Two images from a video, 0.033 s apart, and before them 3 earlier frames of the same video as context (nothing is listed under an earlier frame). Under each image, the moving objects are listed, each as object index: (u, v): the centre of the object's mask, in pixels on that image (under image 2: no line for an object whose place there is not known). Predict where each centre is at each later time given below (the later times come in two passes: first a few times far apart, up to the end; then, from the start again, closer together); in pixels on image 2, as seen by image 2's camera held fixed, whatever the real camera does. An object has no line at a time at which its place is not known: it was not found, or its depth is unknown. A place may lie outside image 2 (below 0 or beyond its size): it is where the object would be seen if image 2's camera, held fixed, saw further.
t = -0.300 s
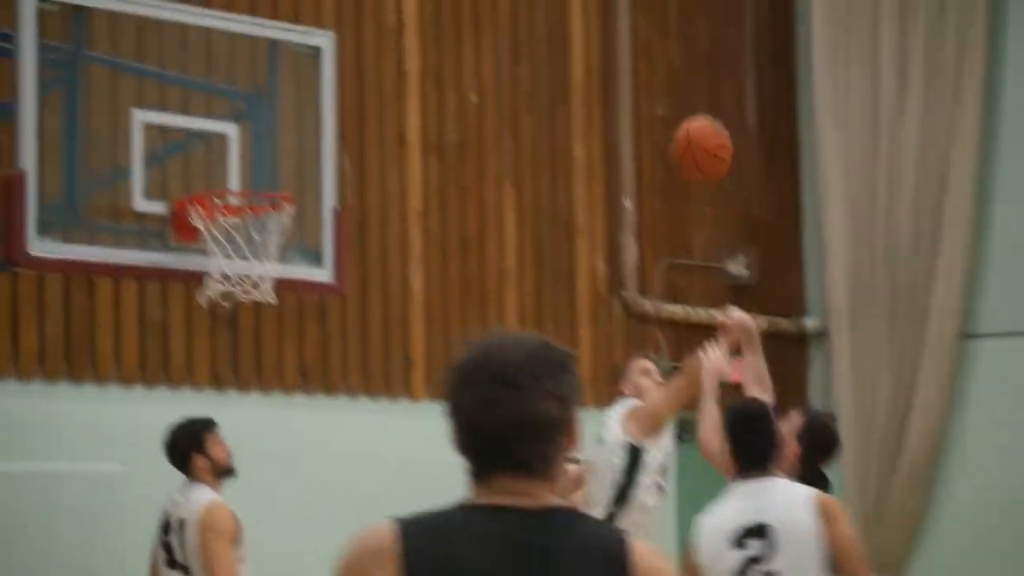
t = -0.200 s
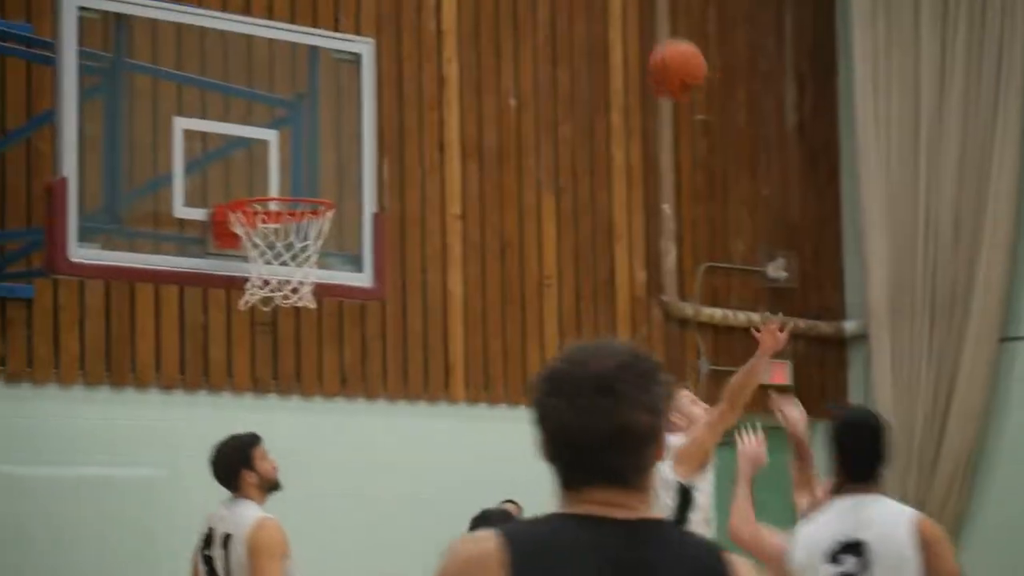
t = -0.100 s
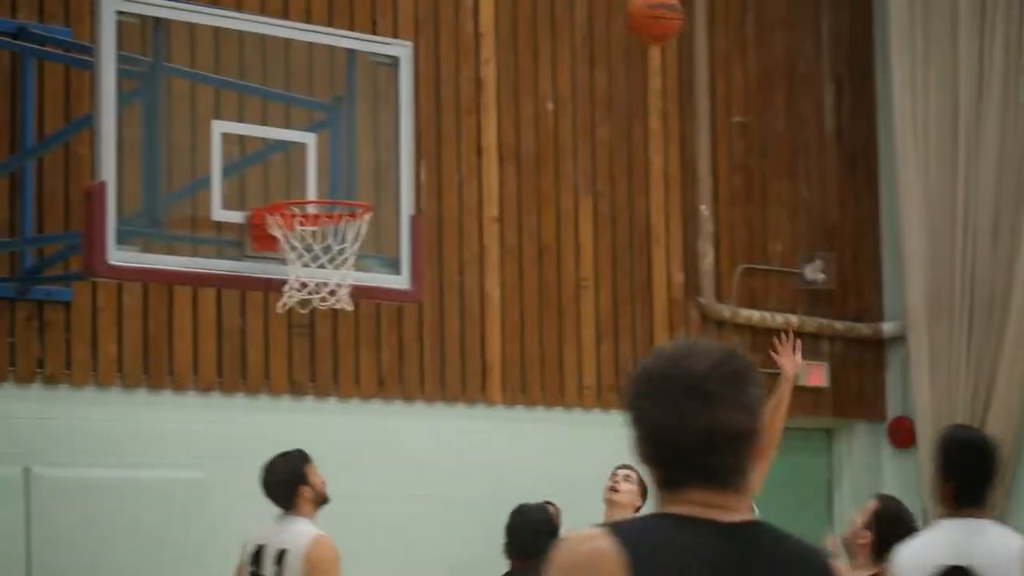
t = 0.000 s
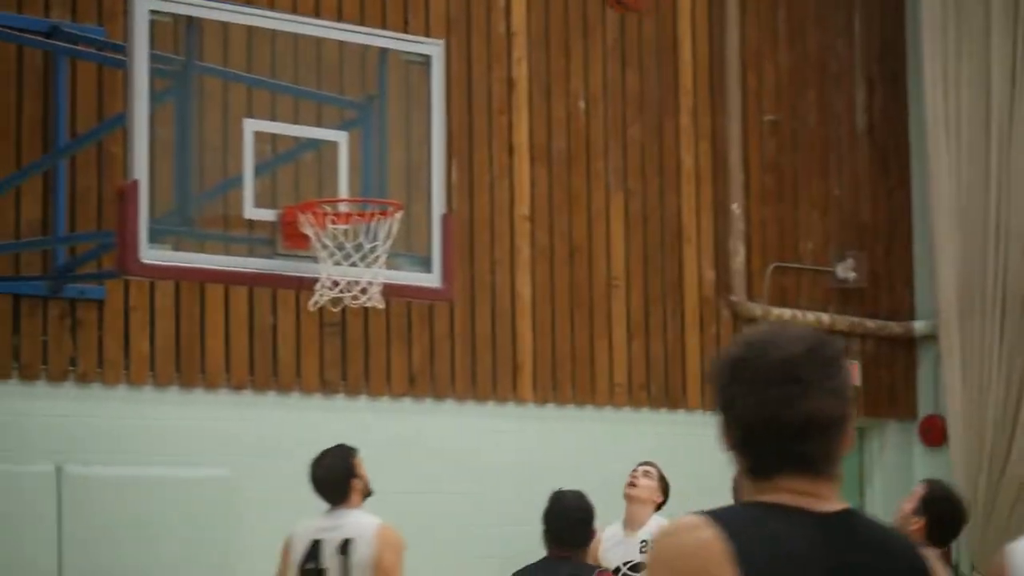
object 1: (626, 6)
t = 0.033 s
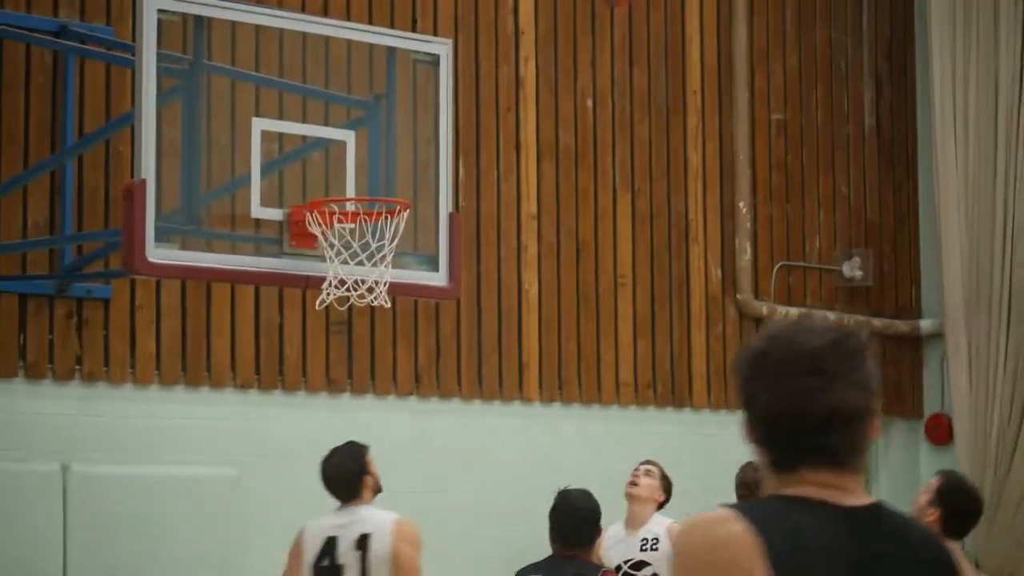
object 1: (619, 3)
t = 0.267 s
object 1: (493, 25)
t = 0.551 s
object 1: (354, 201)
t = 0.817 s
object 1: (305, 366)
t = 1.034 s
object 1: (278, 572)
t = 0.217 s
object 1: (518, 16)
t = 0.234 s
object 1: (509, 19)
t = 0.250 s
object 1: (501, 22)
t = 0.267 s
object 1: (493, 25)
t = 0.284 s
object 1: (484, 30)
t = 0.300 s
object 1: (476, 33)
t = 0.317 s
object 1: (468, 38)
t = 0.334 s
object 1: (459, 44)
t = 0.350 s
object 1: (451, 50)
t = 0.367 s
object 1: (442, 61)
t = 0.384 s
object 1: (434, 72)
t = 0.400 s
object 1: (425, 83)
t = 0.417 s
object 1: (418, 93)
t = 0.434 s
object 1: (410, 104)
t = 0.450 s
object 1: (401, 117)
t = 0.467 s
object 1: (394, 129)
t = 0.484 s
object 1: (385, 144)
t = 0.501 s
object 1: (378, 156)
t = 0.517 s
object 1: (370, 170)
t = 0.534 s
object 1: (363, 181)
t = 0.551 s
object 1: (354, 201)
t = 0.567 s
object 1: (348, 223)
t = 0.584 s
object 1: (344, 233)
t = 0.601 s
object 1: (331, 248)
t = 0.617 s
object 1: (327, 257)
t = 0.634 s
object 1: (323, 264)
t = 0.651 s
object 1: (328, 285)
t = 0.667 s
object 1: (325, 288)
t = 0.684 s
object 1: (318, 288)
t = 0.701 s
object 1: (316, 295)
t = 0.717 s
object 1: (315, 304)
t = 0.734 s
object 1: (313, 312)
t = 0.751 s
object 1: (313, 322)
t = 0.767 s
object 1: (310, 332)
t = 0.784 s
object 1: (308, 343)
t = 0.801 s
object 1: (307, 353)
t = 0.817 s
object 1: (305, 366)
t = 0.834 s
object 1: (304, 377)
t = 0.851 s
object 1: (302, 391)
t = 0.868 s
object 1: (299, 404)
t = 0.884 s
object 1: (298, 418)
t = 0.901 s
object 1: (297, 433)
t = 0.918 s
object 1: (295, 448)
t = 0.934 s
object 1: (293, 464)
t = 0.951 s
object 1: (291, 480)
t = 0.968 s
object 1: (288, 497)
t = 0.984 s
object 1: (286, 515)
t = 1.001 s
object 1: (283, 534)
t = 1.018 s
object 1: (281, 552)
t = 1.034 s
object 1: (278, 572)
